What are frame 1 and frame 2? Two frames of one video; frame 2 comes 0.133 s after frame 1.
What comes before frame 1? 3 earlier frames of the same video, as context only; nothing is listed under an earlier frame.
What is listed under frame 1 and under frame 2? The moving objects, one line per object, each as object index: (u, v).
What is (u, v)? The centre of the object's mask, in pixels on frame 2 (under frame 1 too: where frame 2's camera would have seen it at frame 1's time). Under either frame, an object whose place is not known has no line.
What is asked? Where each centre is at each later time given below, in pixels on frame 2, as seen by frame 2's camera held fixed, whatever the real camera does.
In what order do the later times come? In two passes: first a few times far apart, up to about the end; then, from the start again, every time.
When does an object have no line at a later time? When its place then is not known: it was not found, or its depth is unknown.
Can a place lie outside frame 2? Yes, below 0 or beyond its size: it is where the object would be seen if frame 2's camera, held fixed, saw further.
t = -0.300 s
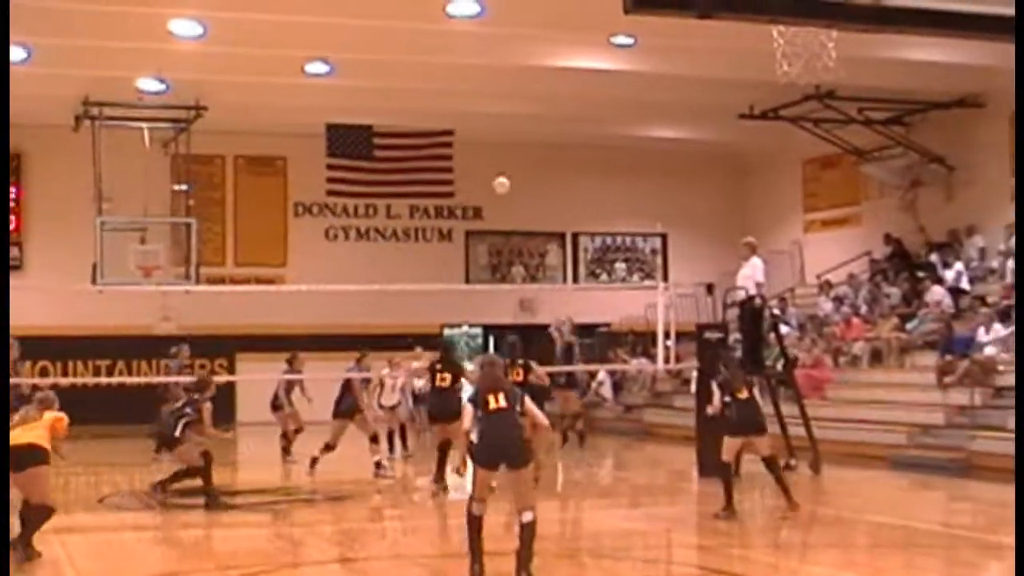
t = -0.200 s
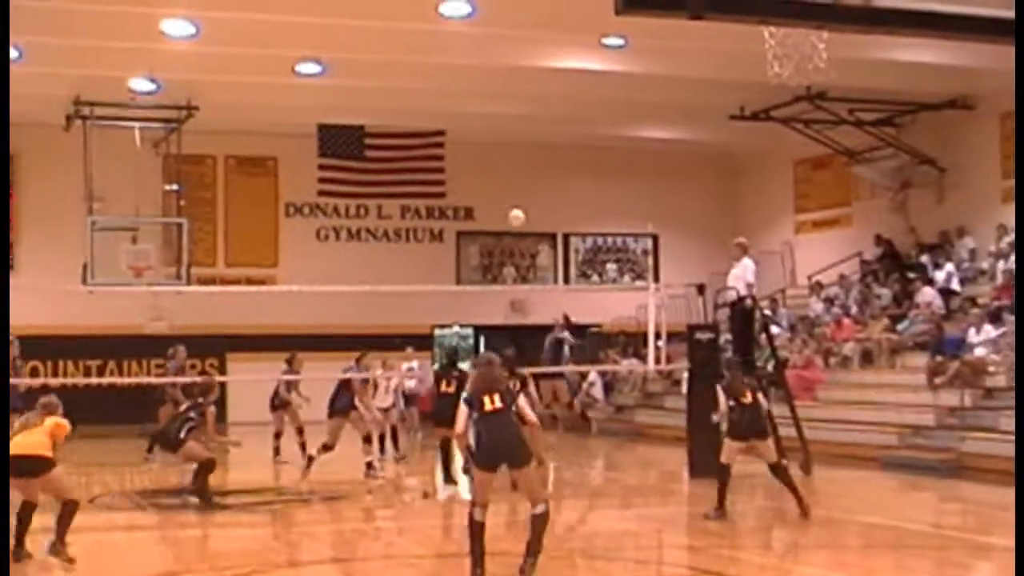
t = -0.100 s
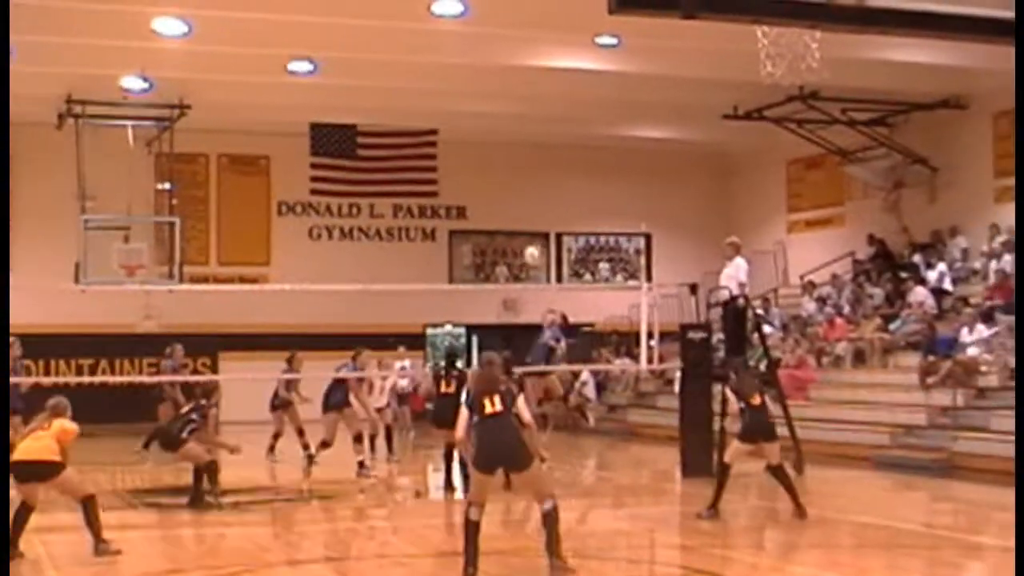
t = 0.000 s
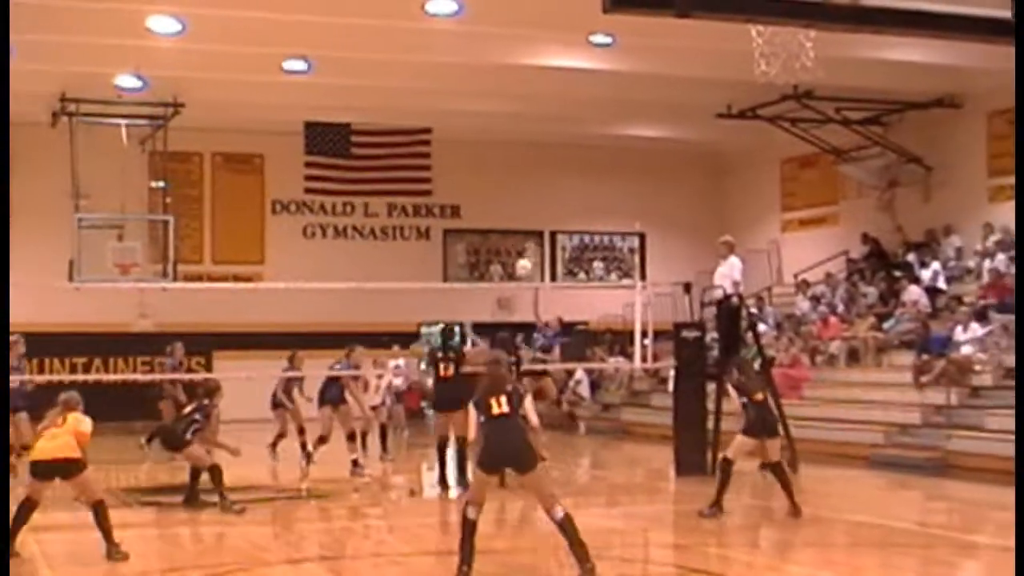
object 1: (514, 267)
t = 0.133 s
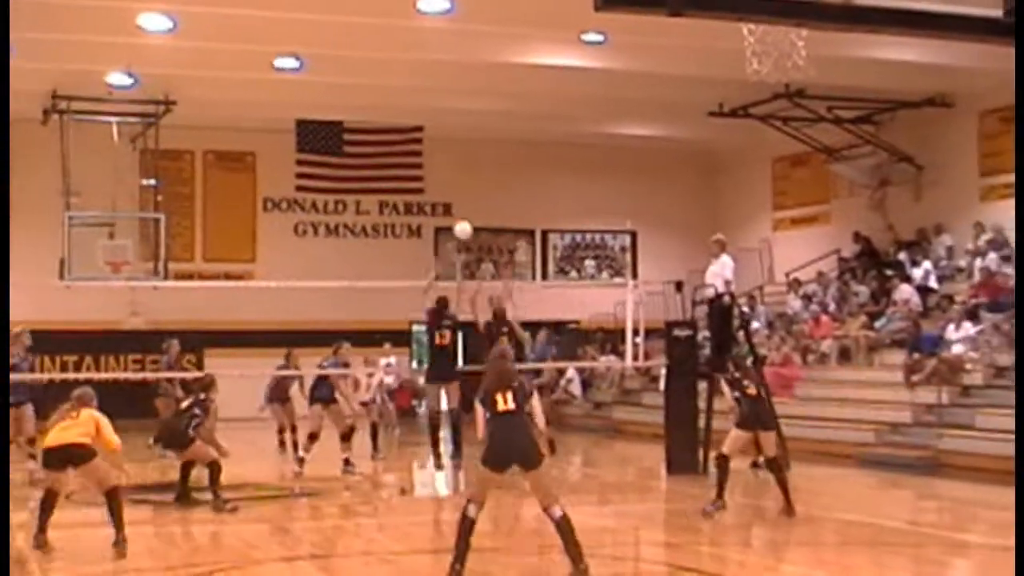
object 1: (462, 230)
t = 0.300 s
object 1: (388, 198)
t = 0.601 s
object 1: (215, 198)
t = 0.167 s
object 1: (447, 222)
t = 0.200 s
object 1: (433, 214)
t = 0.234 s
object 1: (418, 209)
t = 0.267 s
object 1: (404, 203)
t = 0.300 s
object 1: (388, 198)
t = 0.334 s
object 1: (372, 194)
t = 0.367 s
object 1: (354, 189)
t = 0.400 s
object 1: (337, 187)
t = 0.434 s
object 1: (318, 186)
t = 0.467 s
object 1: (299, 186)
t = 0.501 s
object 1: (280, 186)
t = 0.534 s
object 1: (259, 189)
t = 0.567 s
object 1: (238, 192)
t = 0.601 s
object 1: (215, 198)
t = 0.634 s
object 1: (192, 204)
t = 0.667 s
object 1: (167, 214)
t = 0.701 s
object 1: (140, 225)
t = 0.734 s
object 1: (112, 241)
